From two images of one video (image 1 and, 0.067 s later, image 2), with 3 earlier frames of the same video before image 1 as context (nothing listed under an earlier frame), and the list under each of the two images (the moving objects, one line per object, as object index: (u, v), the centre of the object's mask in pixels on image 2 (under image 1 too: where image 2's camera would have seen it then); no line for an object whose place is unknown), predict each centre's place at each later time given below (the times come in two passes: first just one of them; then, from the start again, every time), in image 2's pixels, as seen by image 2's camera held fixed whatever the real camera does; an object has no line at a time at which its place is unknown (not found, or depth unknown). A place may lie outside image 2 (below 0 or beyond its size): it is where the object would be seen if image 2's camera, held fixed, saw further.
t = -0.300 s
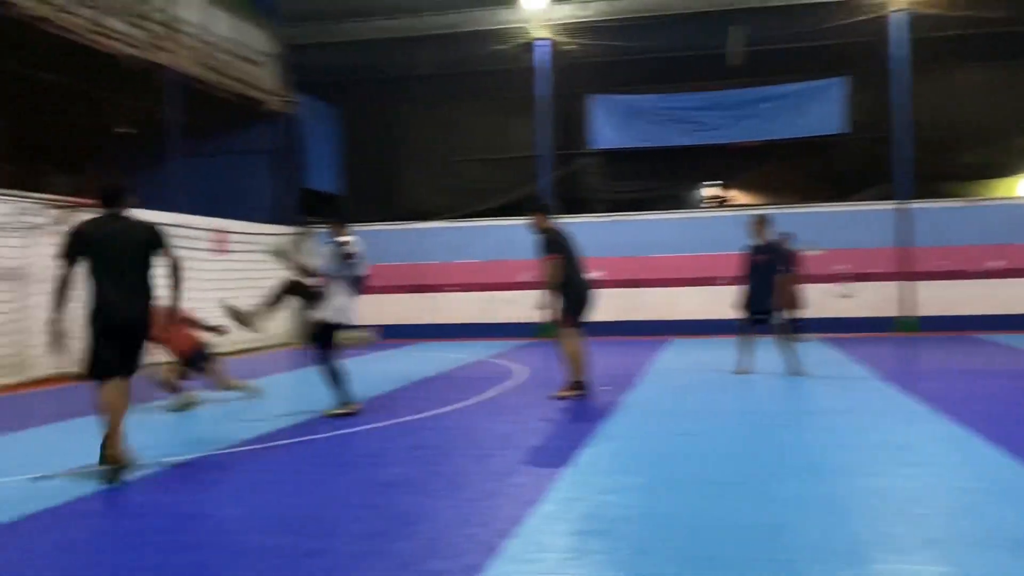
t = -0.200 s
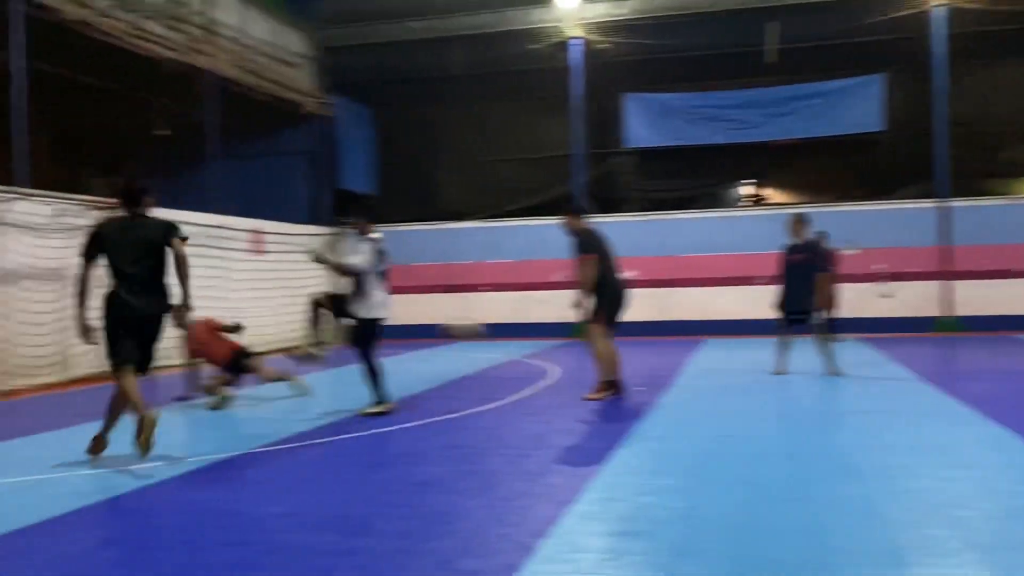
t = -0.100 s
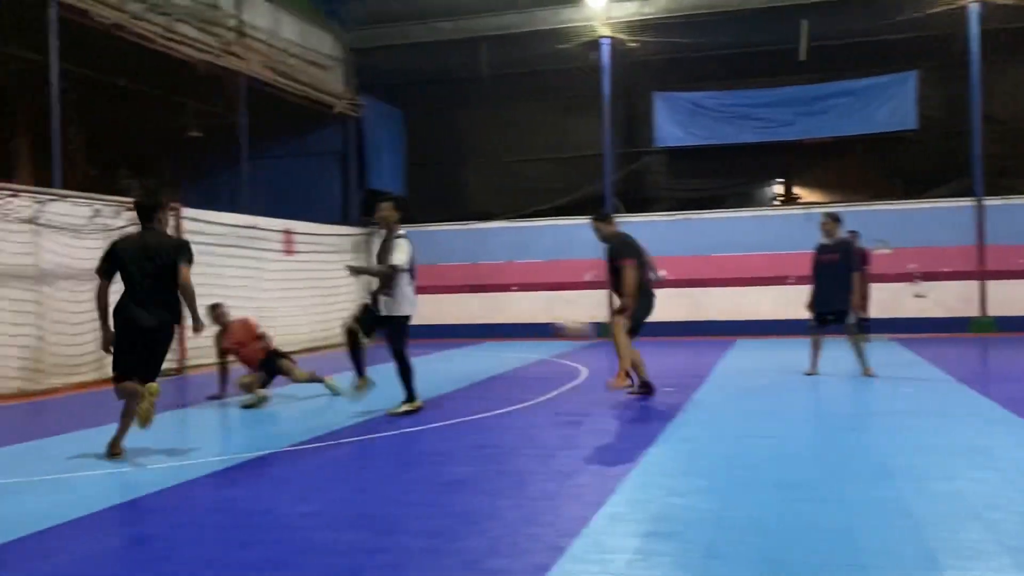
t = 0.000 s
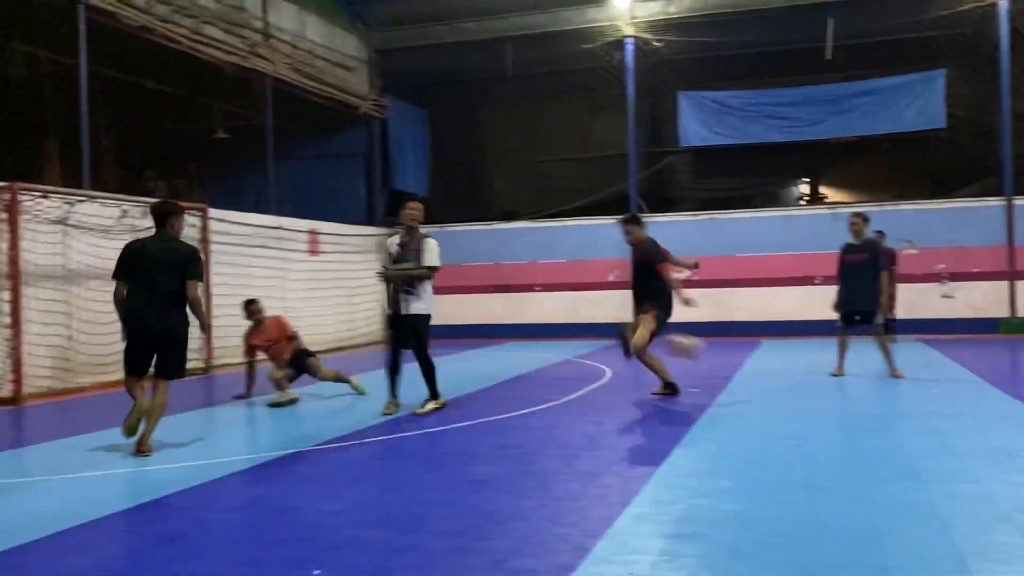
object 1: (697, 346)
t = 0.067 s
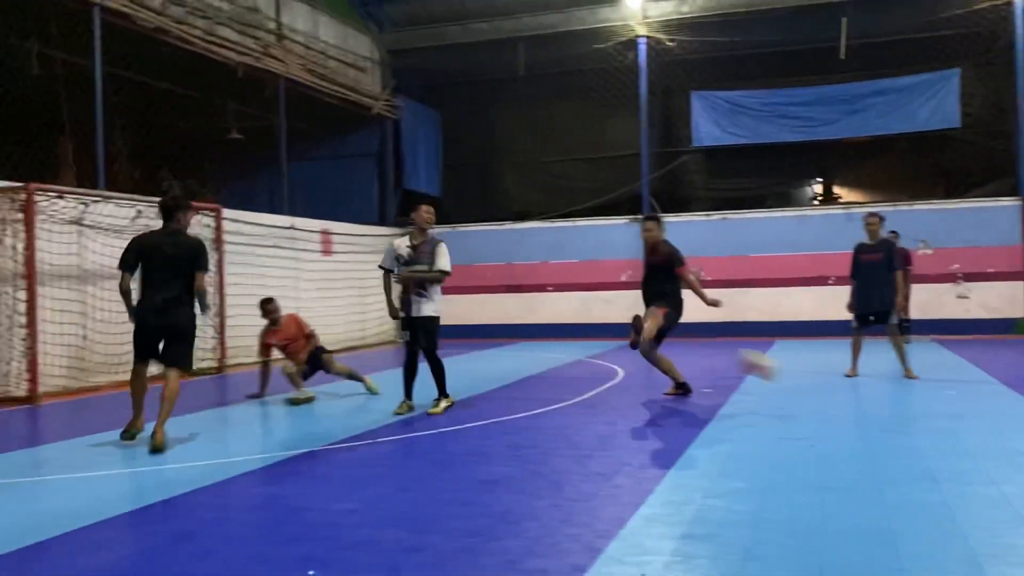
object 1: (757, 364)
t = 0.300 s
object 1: (979, 375)
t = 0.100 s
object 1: (791, 379)
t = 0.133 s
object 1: (823, 391)
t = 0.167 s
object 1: (855, 399)
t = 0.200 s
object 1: (885, 390)
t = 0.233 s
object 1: (918, 382)
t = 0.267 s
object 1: (948, 379)
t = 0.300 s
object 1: (979, 375)
